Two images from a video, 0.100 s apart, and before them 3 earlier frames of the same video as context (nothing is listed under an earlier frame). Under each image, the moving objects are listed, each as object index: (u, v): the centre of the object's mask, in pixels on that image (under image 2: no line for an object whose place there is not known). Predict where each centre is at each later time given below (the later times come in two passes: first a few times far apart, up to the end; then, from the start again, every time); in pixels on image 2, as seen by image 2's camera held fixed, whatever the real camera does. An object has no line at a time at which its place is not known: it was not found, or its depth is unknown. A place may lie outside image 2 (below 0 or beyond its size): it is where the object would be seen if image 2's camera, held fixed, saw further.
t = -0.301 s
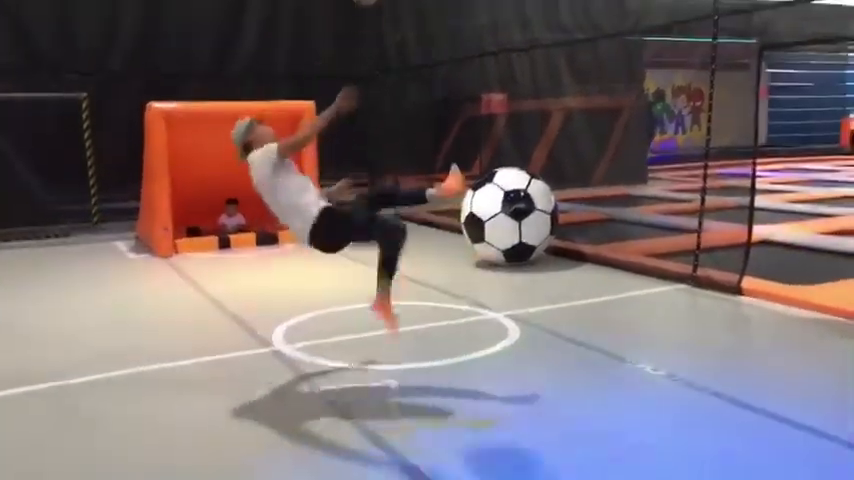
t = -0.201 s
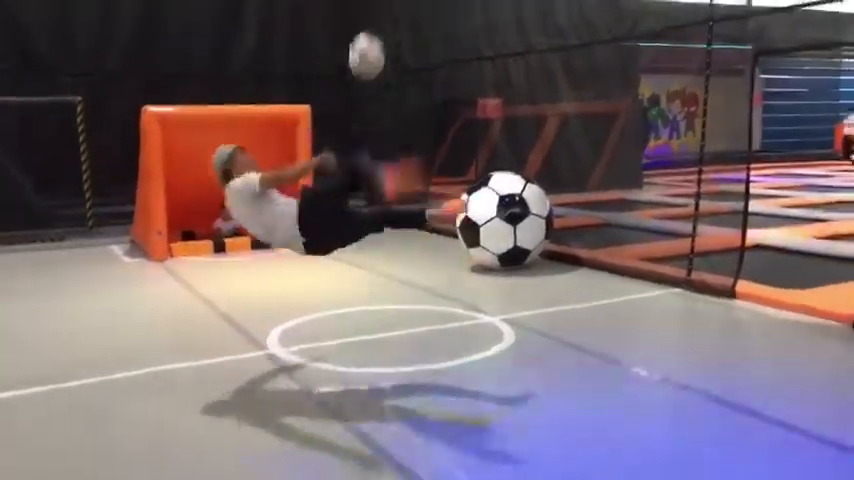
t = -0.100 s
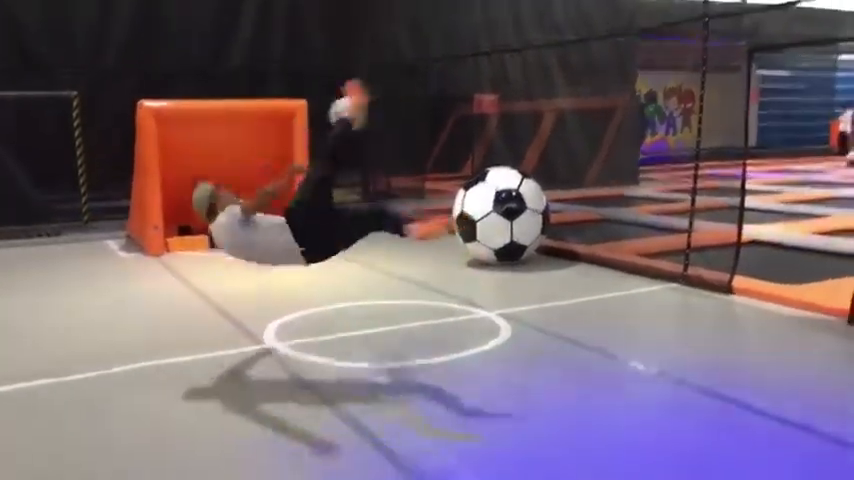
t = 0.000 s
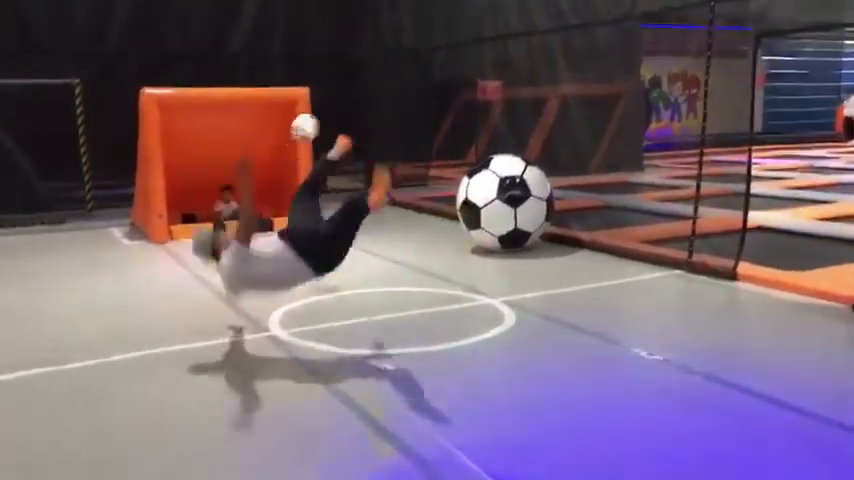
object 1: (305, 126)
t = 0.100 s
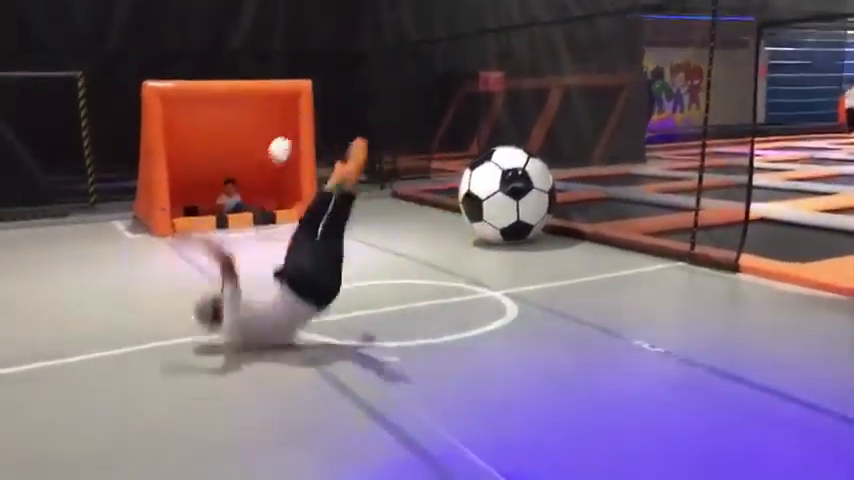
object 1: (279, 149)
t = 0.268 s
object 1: (255, 201)
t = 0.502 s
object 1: (265, 187)
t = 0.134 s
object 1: (273, 159)
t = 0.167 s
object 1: (267, 171)
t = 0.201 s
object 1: (263, 181)
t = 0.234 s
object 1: (258, 192)
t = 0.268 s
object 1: (255, 201)
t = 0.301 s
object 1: (257, 204)
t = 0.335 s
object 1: (266, 203)
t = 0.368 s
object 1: (273, 200)
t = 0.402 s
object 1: (276, 190)
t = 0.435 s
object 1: (275, 186)
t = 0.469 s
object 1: (270, 185)
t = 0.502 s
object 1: (265, 187)
